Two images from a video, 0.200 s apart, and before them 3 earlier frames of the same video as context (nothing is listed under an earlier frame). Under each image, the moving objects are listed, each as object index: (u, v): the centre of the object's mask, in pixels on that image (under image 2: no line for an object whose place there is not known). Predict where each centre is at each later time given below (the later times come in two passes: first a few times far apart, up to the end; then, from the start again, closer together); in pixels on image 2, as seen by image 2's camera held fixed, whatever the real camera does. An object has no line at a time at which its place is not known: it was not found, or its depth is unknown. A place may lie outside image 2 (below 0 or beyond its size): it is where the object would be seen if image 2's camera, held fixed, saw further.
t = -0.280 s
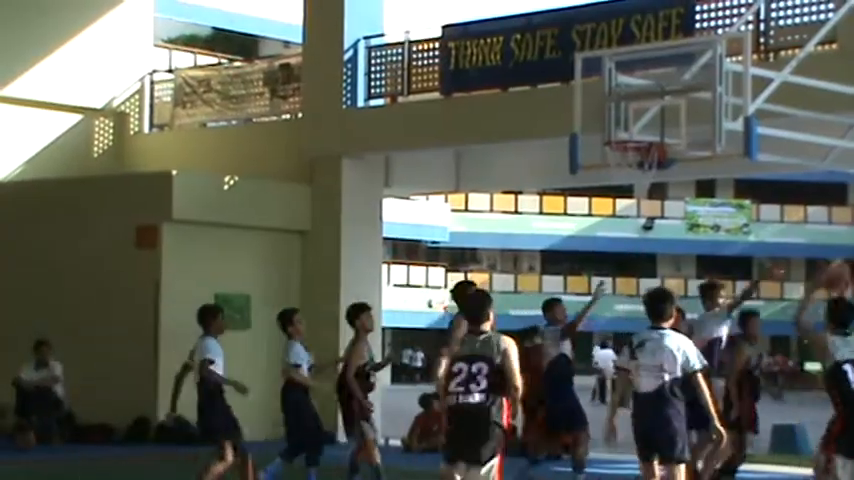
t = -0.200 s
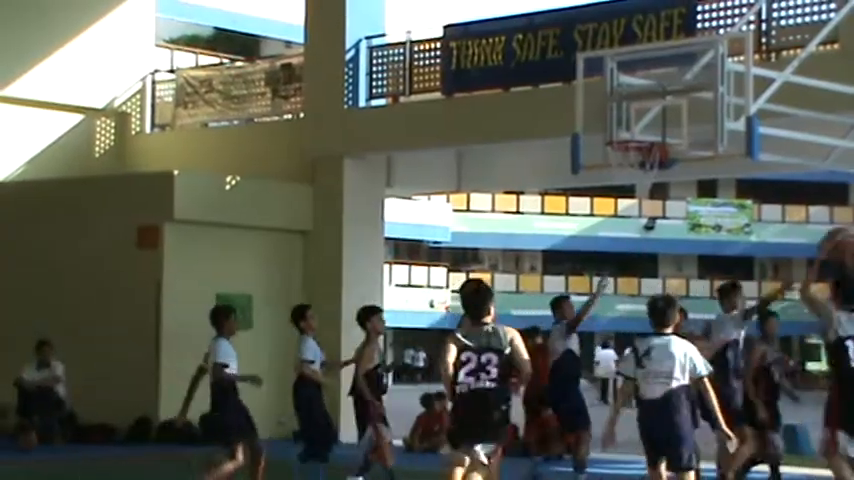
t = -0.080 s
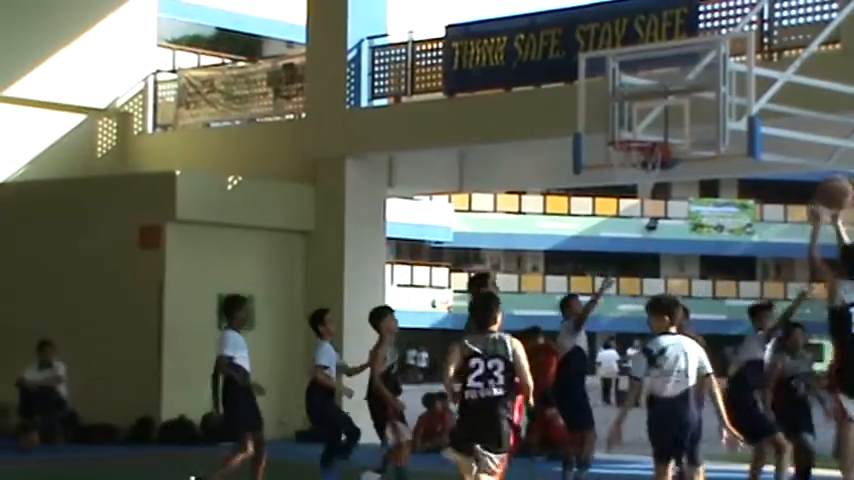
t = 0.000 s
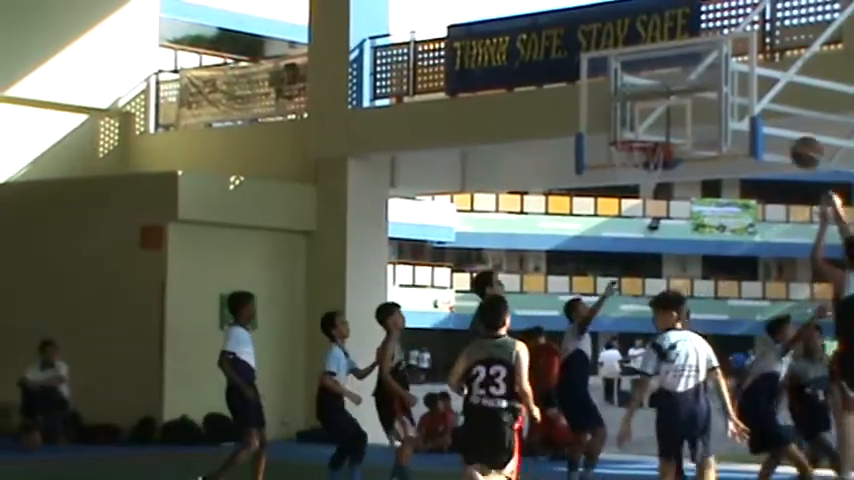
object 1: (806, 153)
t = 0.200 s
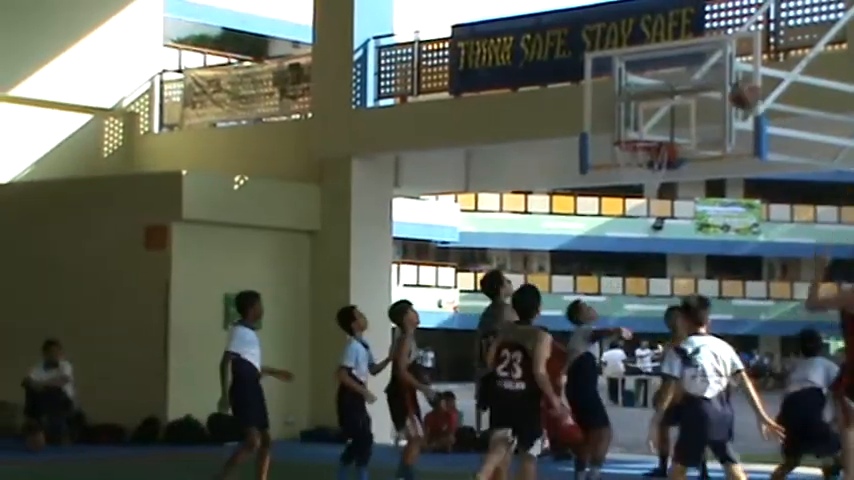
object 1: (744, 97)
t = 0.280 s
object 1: (720, 87)
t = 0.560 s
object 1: (642, 119)
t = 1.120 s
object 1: (647, 115)
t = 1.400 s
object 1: (655, 142)
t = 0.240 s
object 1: (732, 90)
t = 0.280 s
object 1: (720, 87)
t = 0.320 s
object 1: (706, 87)
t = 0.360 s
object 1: (694, 88)
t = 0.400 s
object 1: (685, 90)
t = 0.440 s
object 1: (676, 94)
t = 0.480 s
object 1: (664, 101)
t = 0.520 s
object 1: (654, 110)
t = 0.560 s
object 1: (642, 119)
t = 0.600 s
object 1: (632, 139)
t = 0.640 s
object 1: (631, 140)
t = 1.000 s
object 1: (641, 100)
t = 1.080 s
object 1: (643, 110)
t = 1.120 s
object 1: (647, 115)
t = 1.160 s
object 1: (649, 129)
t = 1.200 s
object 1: (649, 132)
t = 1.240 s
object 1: (651, 131)
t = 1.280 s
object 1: (652, 132)
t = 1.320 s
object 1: (654, 130)
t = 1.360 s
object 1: (654, 138)
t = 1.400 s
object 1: (655, 142)
